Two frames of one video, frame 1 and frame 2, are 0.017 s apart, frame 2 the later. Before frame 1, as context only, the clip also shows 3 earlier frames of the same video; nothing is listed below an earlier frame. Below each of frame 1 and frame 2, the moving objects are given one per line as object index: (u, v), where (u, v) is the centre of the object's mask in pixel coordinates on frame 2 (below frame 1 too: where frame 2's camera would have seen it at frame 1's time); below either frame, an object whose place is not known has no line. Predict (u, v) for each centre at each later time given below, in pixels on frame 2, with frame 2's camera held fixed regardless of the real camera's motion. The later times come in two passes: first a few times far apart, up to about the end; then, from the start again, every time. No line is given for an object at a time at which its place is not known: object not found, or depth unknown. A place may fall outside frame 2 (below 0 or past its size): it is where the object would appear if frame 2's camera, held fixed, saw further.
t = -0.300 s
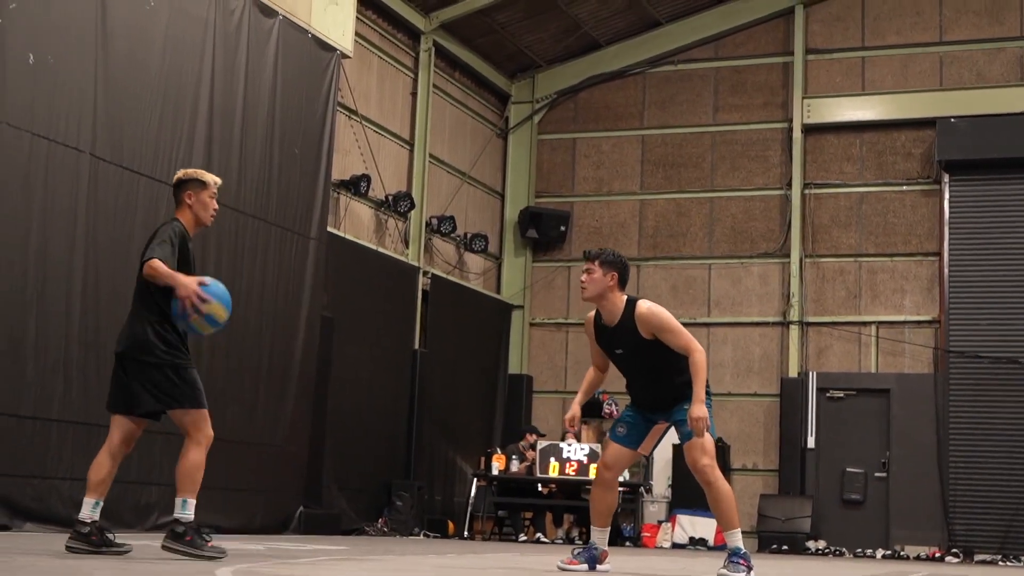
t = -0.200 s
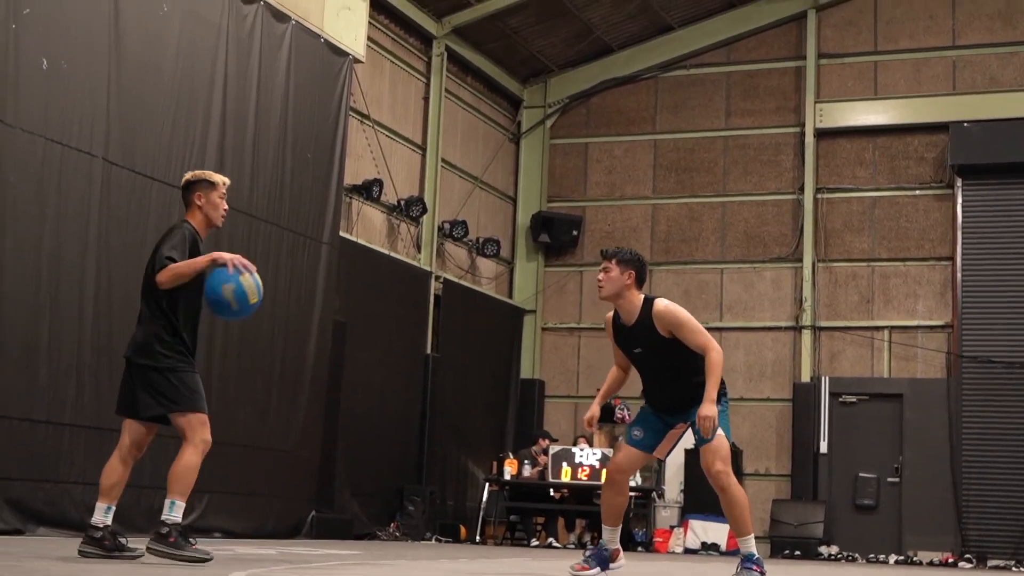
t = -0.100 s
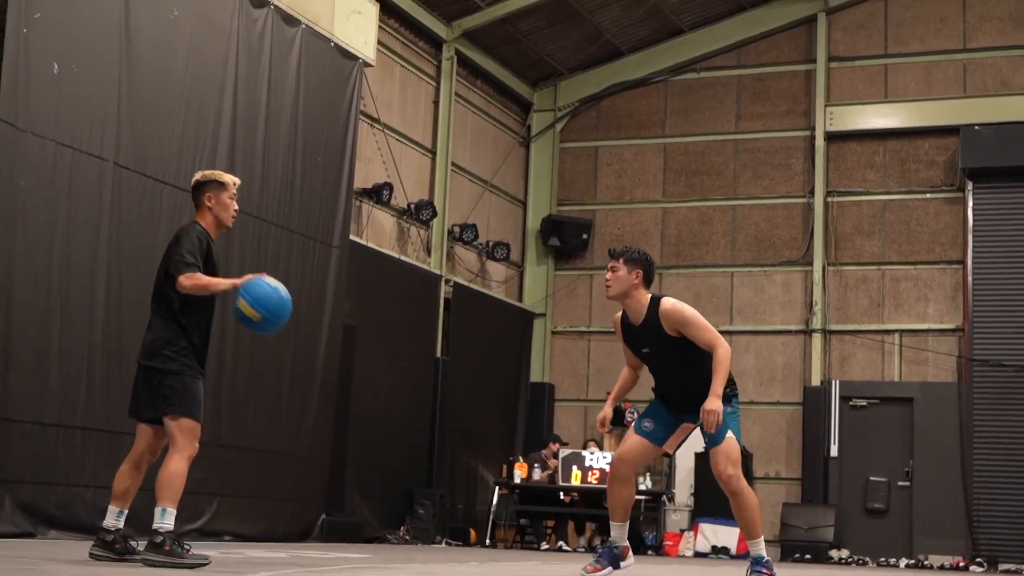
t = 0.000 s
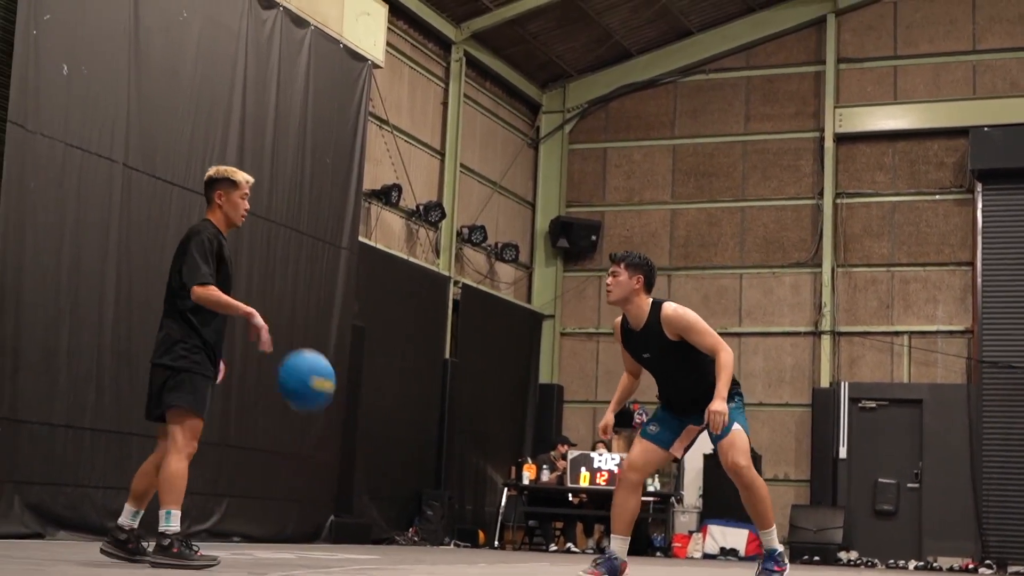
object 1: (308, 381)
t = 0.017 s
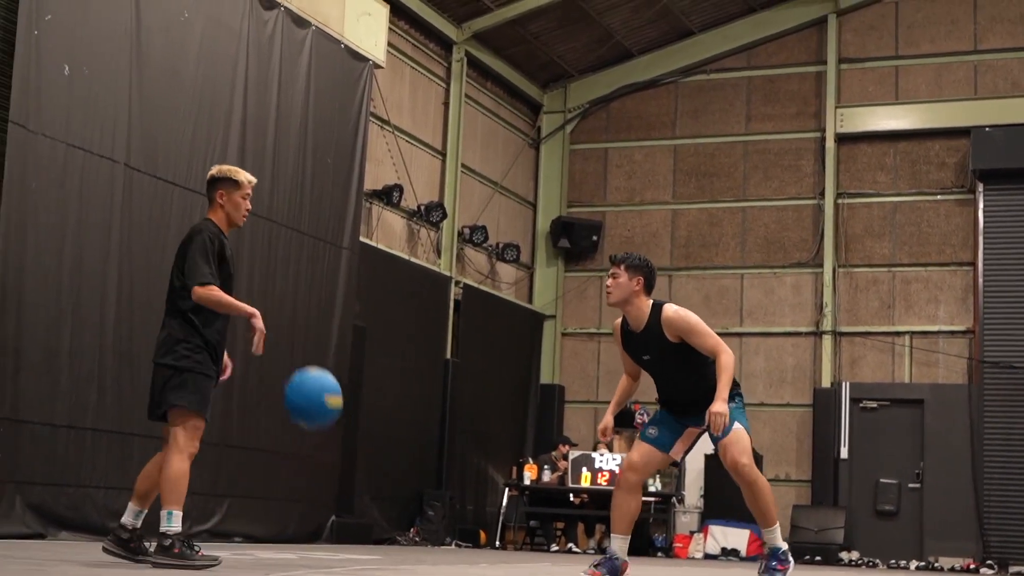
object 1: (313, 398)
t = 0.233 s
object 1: (374, 460)
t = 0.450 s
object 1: (405, 319)
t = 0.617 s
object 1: (425, 286)
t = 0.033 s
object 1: (320, 416)
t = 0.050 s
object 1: (326, 435)
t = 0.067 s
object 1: (332, 455)
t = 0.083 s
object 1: (338, 476)
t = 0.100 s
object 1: (343, 497)
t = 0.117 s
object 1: (350, 519)
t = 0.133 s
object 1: (356, 541)
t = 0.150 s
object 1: (361, 542)
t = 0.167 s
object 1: (364, 524)
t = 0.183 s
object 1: (364, 510)
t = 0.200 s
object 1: (368, 492)
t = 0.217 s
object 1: (371, 476)
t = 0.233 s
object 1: (374, 460)
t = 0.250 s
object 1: (377, 446)
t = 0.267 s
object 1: (379, 432)
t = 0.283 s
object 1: (382, 418)
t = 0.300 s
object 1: (384, 405)
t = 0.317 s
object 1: (387, 393)
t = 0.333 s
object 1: (389, 381)
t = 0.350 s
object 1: (391, 371)
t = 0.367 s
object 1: (394, 360)
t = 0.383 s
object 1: (396, 351)
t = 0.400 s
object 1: (399, 342)
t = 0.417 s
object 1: (401, 334)
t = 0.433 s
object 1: (402, 326)
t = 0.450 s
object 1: (405, 319)
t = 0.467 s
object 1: (407, 313)
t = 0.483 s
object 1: (409, 307)
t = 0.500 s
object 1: (411, 302)
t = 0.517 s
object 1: (413, 298)
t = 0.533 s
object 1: (415, 294)
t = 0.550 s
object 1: (417, 291)
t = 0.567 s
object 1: (419, 289)
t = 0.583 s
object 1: (421, 287)
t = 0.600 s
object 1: (423, 286)
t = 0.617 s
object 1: (425, 286)
